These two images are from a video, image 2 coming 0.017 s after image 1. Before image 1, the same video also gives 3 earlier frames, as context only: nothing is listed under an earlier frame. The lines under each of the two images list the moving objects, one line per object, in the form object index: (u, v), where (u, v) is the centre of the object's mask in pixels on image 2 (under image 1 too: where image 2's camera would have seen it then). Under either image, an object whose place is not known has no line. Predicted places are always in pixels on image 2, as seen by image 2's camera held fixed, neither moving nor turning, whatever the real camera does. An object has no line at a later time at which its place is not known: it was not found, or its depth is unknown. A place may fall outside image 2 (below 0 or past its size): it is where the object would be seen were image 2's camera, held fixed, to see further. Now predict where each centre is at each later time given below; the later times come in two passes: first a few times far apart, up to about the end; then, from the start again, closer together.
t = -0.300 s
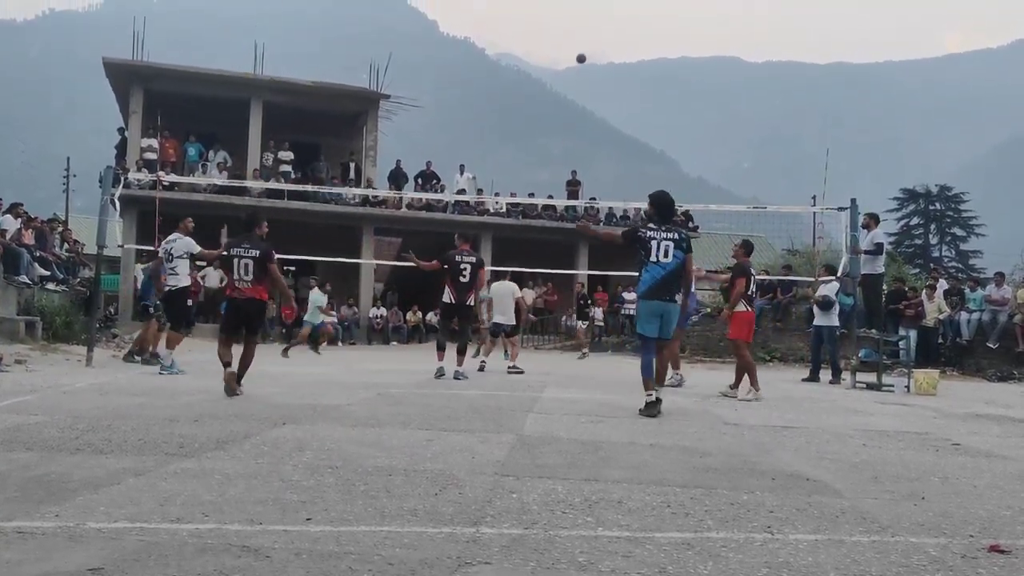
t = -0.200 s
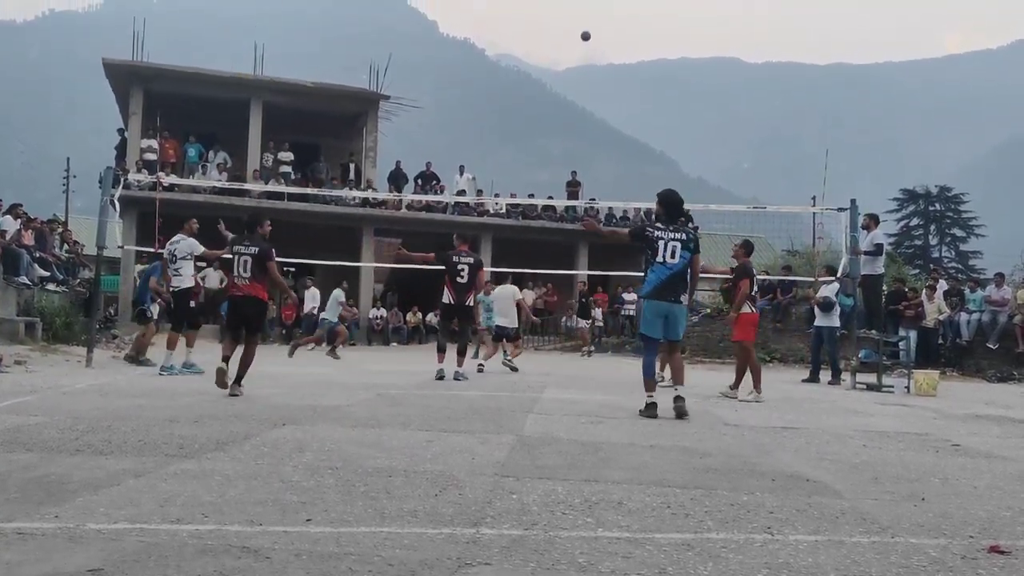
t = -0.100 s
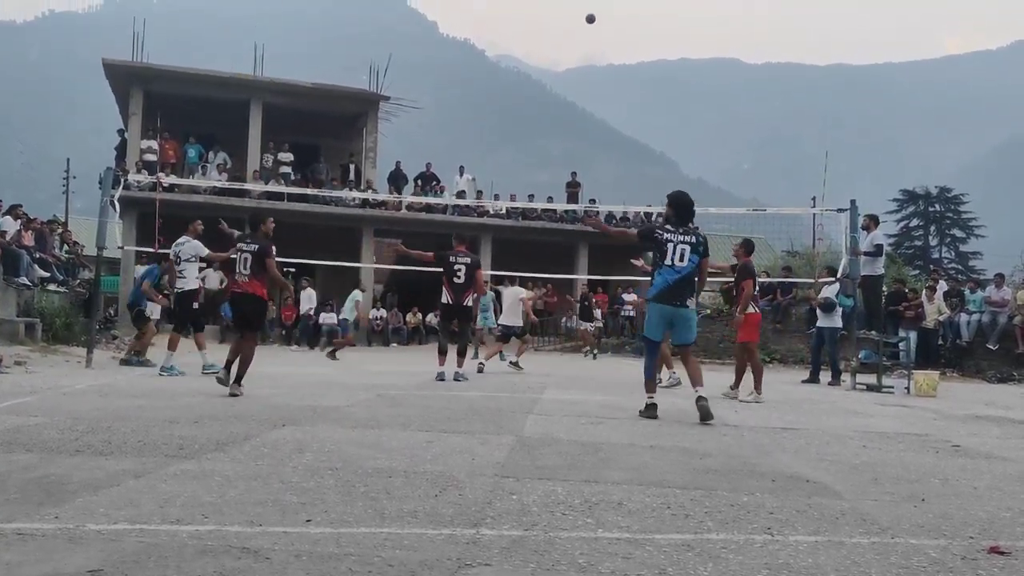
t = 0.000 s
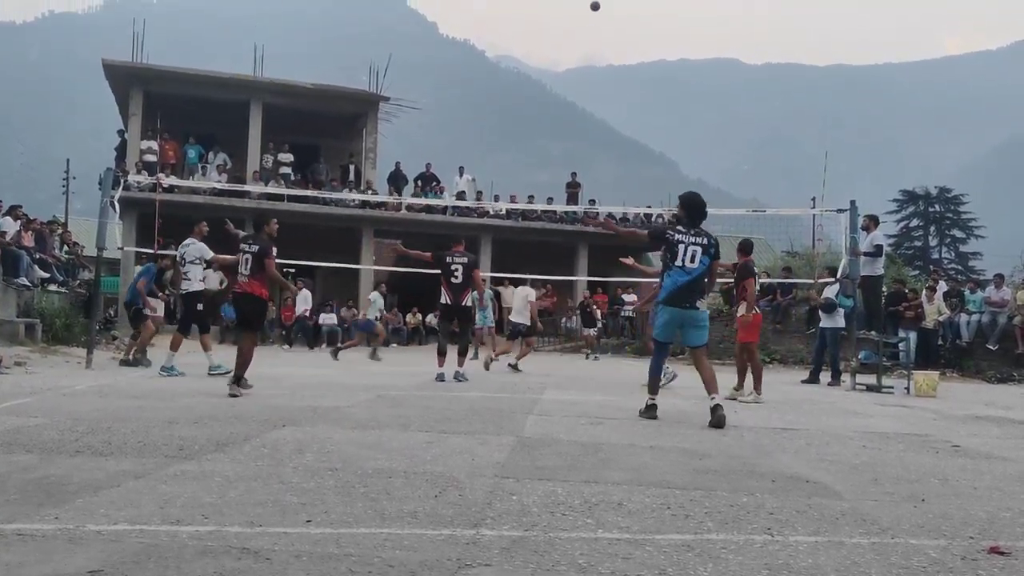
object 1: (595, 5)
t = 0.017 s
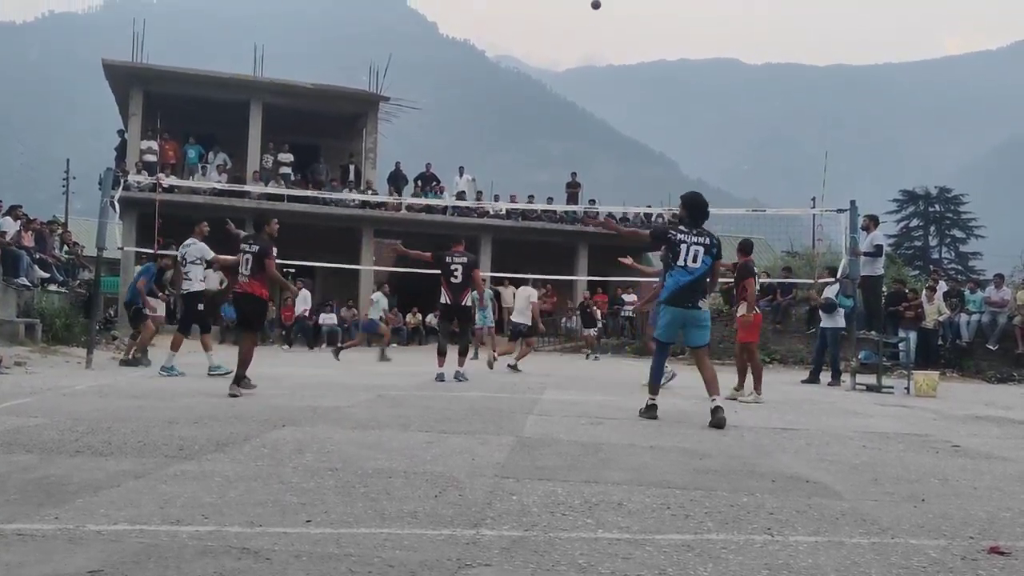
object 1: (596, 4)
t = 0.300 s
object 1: (608, 0)
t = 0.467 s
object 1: (615, 8)
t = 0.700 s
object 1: (624, 50)
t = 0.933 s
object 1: (631, 120)
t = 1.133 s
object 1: (636, 202)
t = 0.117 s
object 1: (600, 1)
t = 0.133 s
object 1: (600, 0)
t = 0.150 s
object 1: (602, 0)
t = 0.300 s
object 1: (608, 0)
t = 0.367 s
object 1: (611, 1)
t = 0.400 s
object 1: (613, 3)
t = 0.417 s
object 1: (613, 3)
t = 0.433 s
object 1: (614, 4)
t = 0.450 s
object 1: (615, 5)
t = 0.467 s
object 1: (615, 8)
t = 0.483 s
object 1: (616, 10)
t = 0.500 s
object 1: (616, 12)
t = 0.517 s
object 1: (617, 15)
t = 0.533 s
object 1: (618, 17)
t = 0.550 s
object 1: (618, 20)
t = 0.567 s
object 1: (619, 22)
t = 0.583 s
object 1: (620, 25)
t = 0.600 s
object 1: (620, 28)
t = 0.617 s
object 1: (621, 32)
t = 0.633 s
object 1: (622, 35)
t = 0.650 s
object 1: (622, 39)
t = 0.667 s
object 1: (623, 42)
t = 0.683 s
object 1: (623, 46)
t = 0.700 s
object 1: (624, 50)
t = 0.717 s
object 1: (624, 54)
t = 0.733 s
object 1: (625, 58)
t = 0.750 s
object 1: (625, 63)
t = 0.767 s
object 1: (626, 67)
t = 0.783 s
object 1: (627, 72)
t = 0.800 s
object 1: (627, 76)
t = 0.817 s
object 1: (628, 81)
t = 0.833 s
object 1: (628, 86)
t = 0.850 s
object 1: (629, 91)
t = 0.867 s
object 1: (629, 96)
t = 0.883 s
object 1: (630, 102)
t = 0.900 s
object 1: (630, 108)
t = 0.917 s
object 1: (630, 114)
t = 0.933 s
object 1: (631, 120)
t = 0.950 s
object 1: (631, 125)
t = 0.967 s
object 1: (632, 132)
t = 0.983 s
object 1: (632, 138)
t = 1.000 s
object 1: (633, 145)
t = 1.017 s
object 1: (633, 152)
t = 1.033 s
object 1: (634, 159)
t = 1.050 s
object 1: (634, 165)
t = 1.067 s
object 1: (634, 173)
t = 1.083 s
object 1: (635, 179)
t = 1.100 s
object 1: (635, 187)
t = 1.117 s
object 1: (635, 195)
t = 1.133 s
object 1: (636, 202)
